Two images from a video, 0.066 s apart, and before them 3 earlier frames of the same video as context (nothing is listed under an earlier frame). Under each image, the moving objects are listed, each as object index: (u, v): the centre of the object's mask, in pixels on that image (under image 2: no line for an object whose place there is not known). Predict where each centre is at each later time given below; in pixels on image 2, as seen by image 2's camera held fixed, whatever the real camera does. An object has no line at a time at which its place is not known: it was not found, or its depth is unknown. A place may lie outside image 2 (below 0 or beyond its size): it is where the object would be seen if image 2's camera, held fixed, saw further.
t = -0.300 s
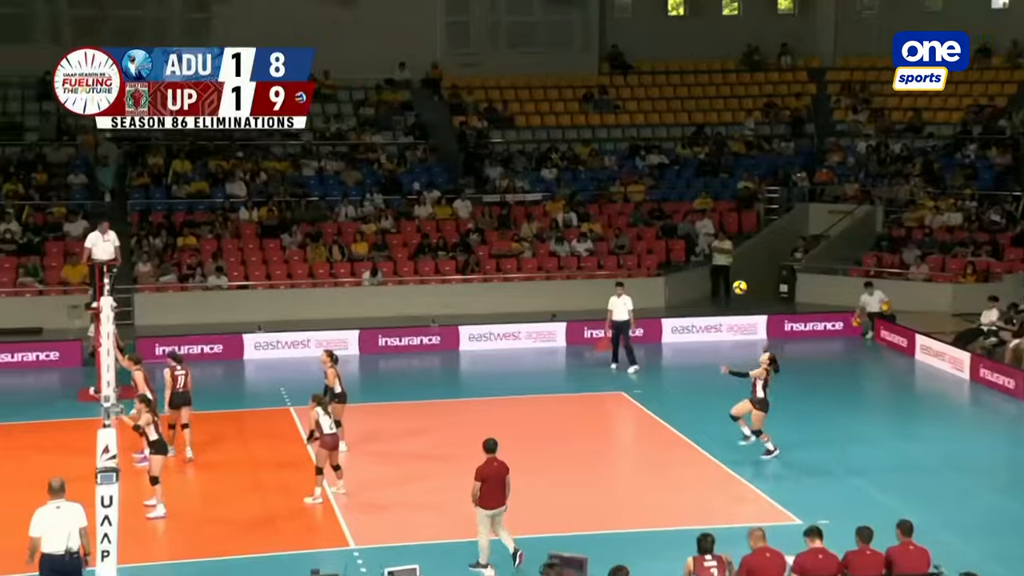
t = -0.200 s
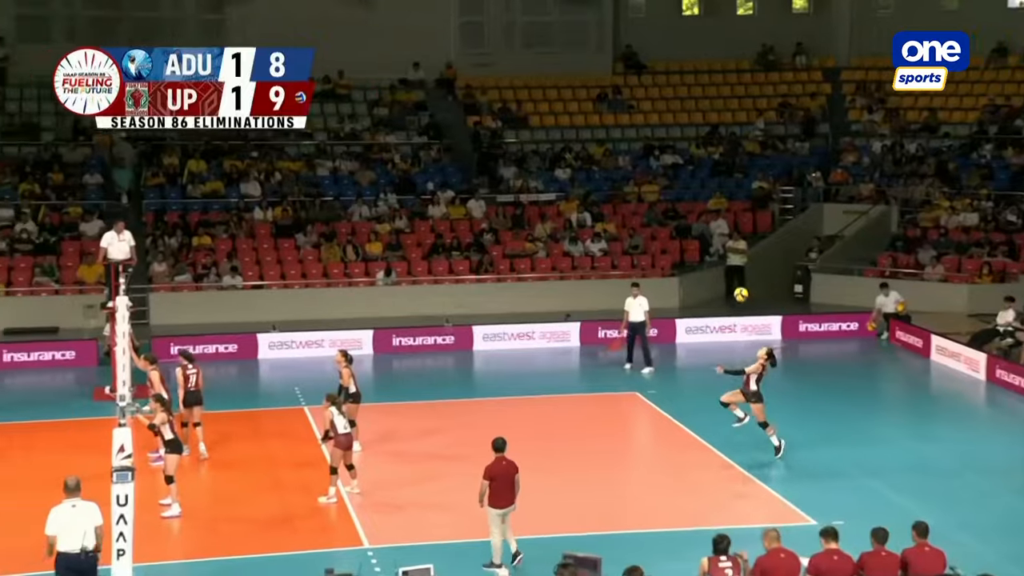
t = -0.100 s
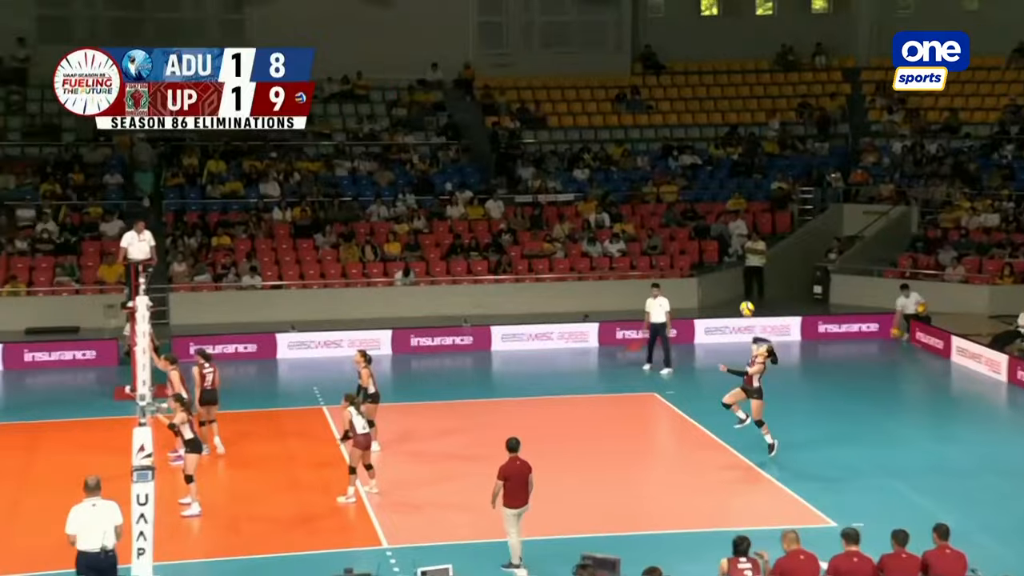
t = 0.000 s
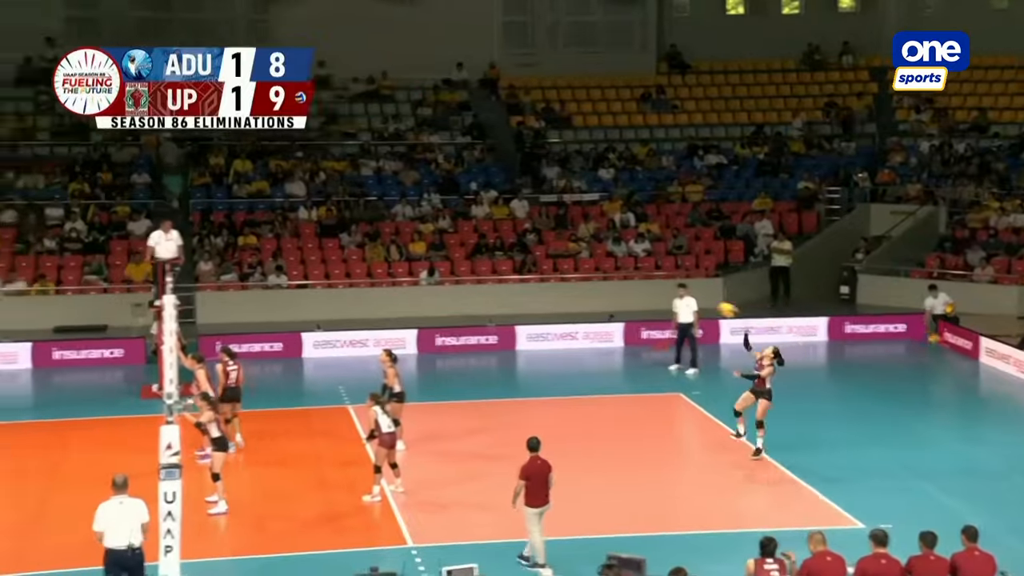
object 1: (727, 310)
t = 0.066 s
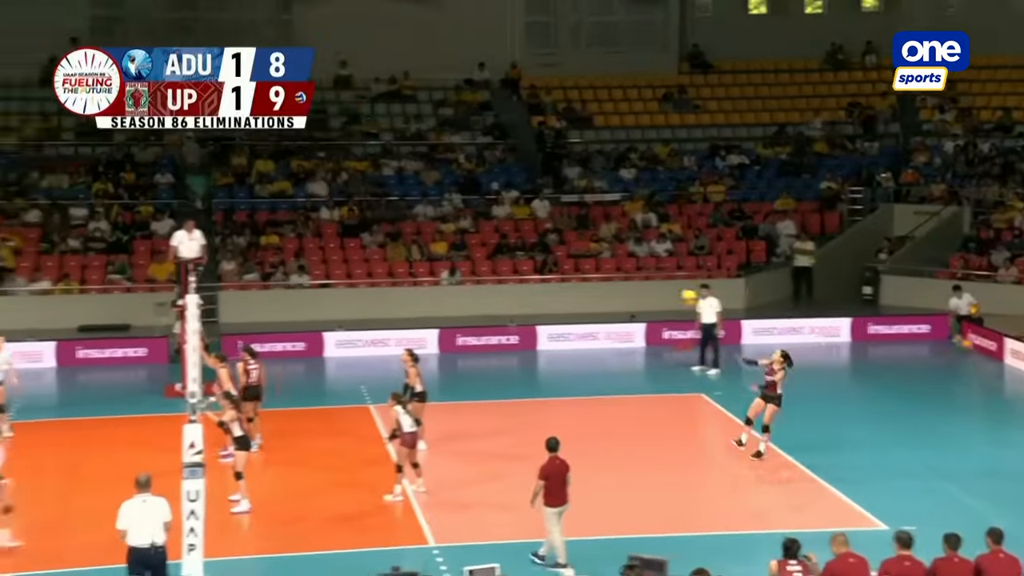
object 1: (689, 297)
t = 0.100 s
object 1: (659, 291)
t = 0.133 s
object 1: (630, 287)
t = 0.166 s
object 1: (600, 282)
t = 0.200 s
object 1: (570, 279)
